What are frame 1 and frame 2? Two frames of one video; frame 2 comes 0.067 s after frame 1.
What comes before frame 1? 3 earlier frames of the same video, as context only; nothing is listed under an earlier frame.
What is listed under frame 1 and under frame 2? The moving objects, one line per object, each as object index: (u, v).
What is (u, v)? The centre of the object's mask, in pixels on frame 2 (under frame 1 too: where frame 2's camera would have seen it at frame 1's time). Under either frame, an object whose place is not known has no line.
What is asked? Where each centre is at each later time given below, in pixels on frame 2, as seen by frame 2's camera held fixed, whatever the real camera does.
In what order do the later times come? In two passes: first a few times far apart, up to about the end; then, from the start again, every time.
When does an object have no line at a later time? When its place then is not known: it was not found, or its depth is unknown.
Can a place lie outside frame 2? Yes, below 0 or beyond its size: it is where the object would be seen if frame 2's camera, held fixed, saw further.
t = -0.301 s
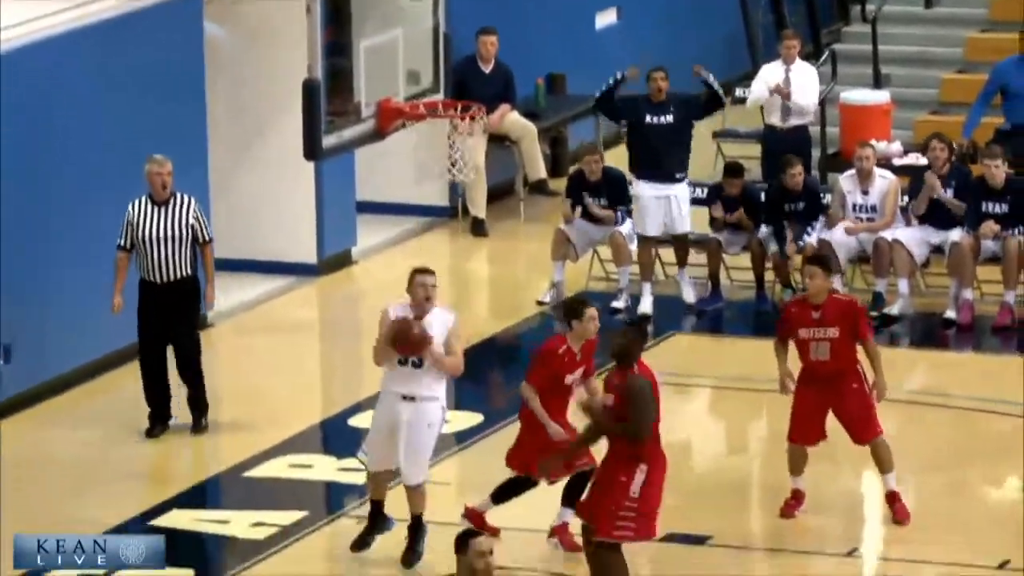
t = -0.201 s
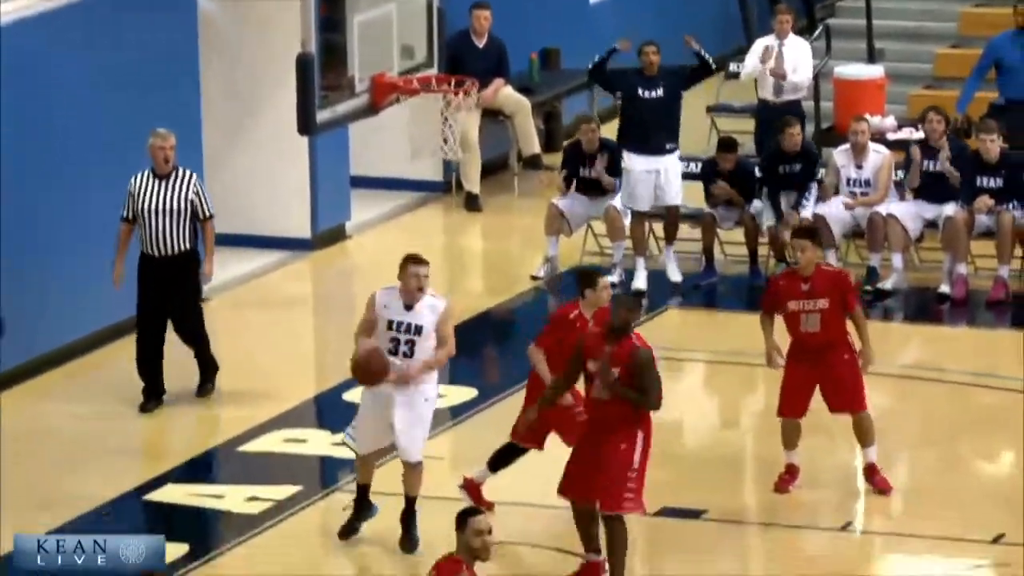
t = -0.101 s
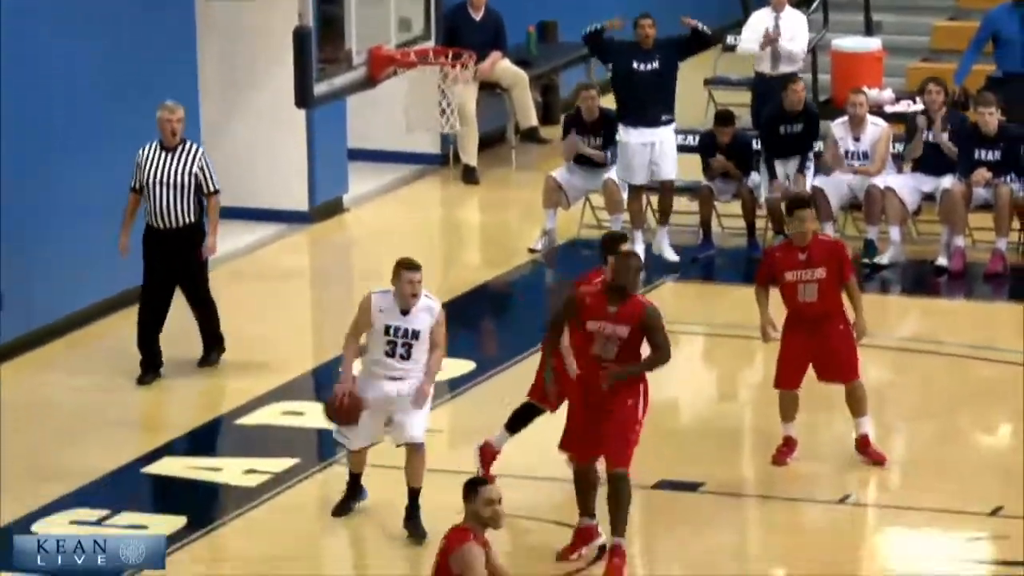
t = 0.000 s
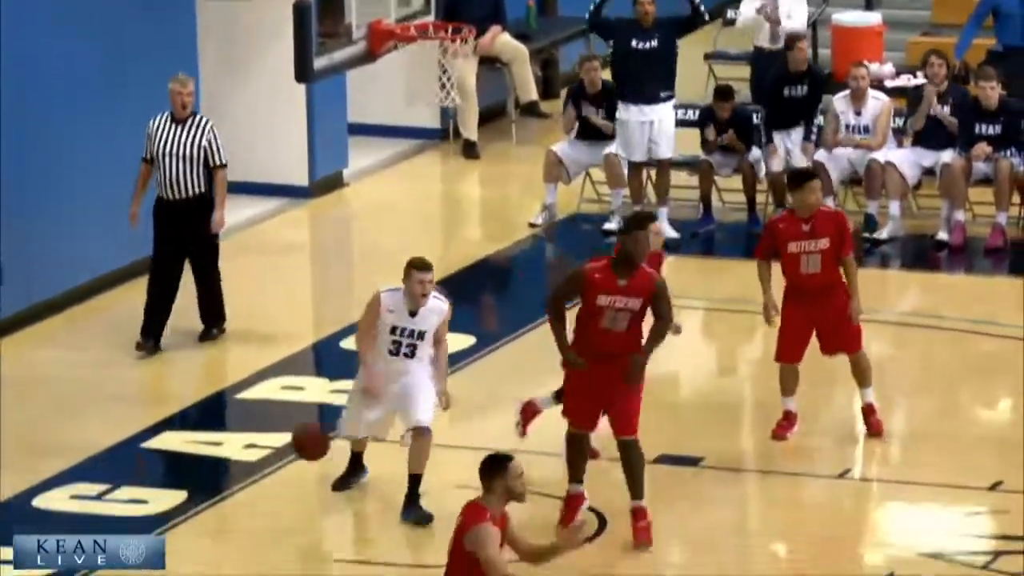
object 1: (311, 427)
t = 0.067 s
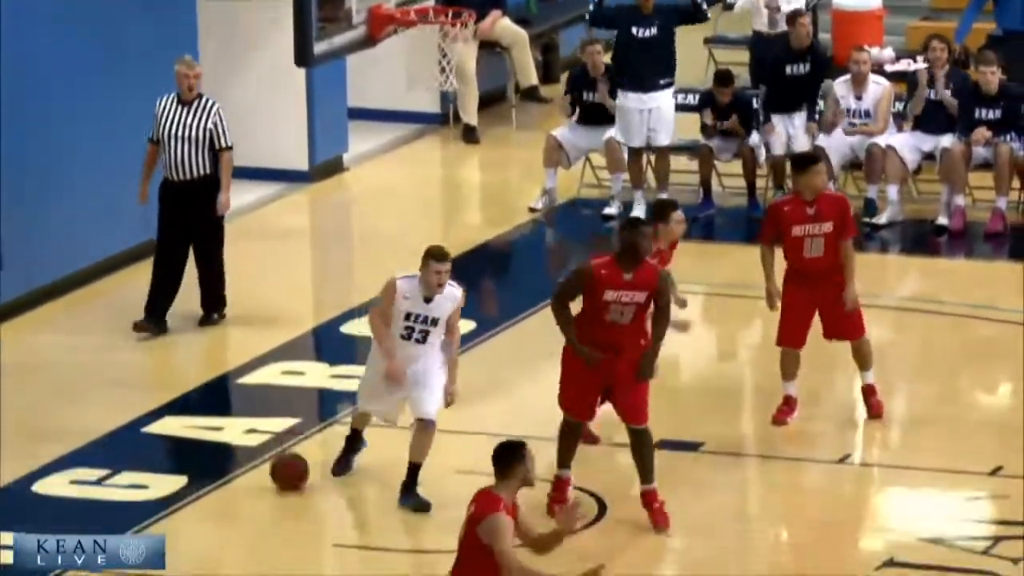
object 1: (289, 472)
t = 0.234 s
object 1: (245, 400)
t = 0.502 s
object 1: (174, 369)
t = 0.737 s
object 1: (116, 434)
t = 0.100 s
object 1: (280, 454)
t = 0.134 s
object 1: (271, 438)
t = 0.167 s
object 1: (262, 423)
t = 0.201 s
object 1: (252, 413)
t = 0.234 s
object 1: (245, 400)
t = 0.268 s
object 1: (235, 391)
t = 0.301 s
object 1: (226, 383)
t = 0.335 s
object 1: (218, 376)
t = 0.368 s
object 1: (209, 371)
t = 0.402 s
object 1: (200, 368)
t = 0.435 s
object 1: (191, 366)
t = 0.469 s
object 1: (182, 367)
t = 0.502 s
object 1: (174, 369)
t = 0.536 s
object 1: (165, 373)
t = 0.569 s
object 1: (157, 379)
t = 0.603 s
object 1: (148, 386)
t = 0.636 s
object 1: (140, 396)
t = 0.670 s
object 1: (132, 406)
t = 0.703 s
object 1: (123, 419)
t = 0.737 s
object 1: (116, 434)
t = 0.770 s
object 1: (109, 449)
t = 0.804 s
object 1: (100, 469)
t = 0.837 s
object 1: (92, 478)
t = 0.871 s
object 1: (82, 465)
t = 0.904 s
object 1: (71, 452)
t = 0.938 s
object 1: (63, 443)
